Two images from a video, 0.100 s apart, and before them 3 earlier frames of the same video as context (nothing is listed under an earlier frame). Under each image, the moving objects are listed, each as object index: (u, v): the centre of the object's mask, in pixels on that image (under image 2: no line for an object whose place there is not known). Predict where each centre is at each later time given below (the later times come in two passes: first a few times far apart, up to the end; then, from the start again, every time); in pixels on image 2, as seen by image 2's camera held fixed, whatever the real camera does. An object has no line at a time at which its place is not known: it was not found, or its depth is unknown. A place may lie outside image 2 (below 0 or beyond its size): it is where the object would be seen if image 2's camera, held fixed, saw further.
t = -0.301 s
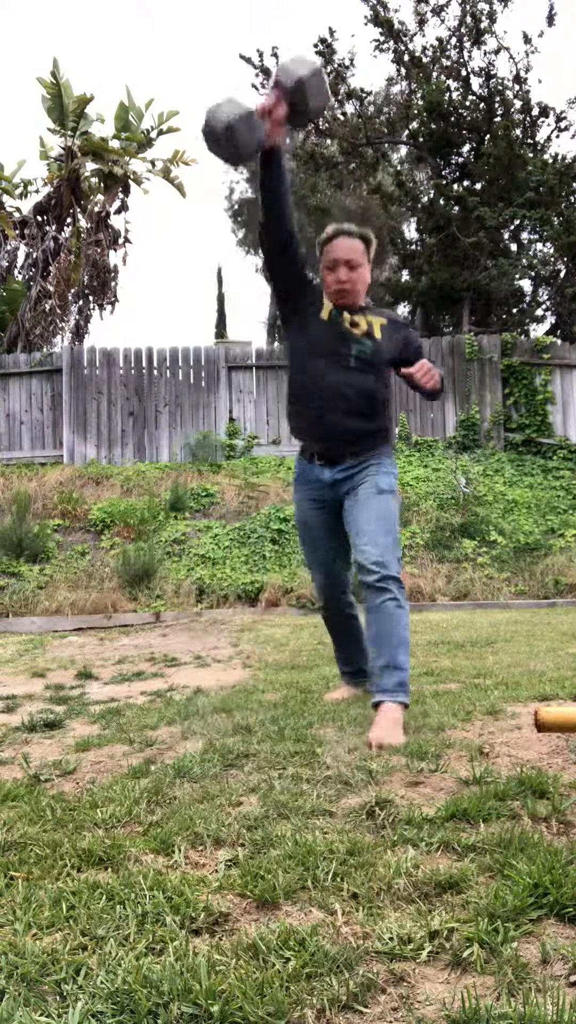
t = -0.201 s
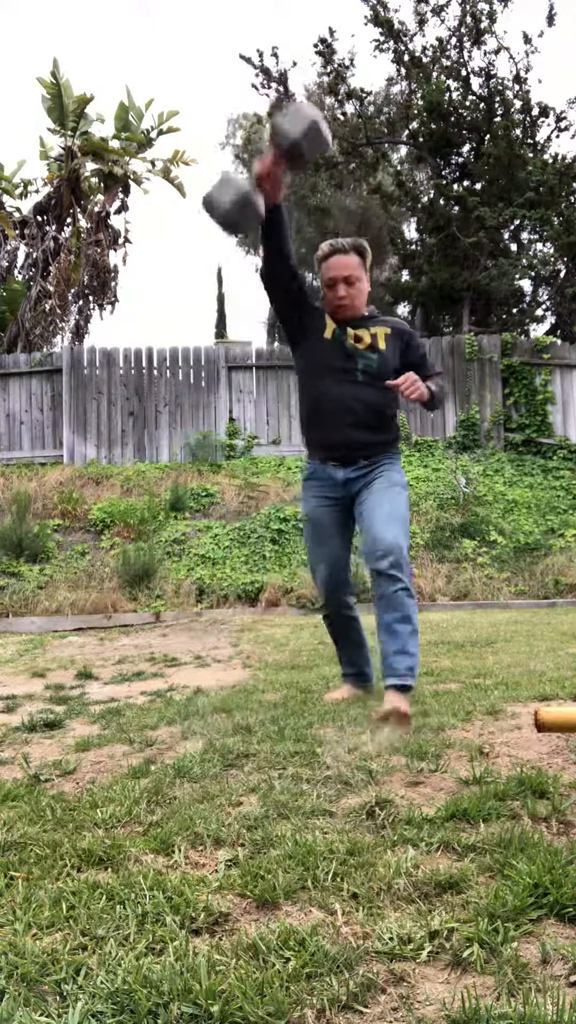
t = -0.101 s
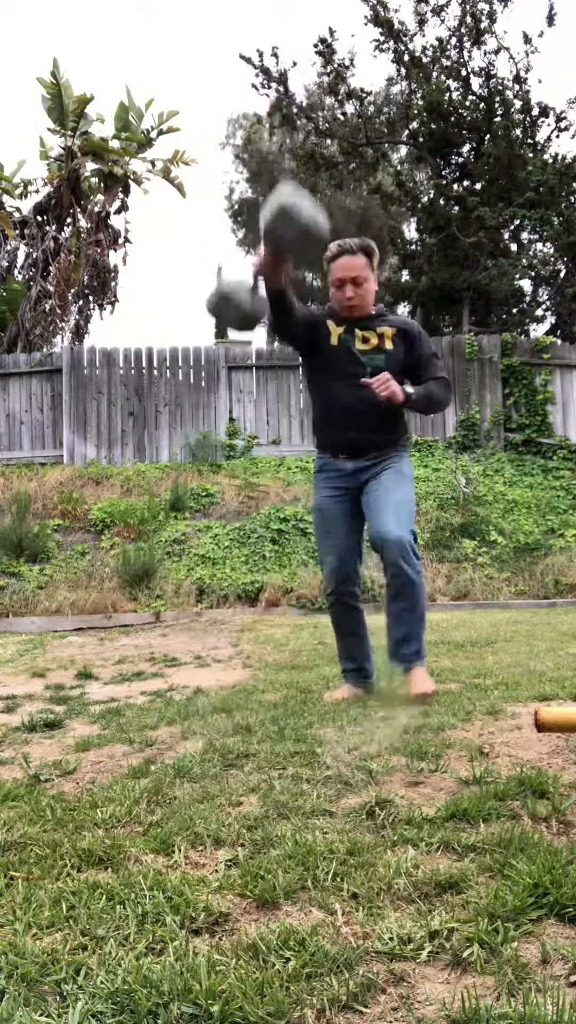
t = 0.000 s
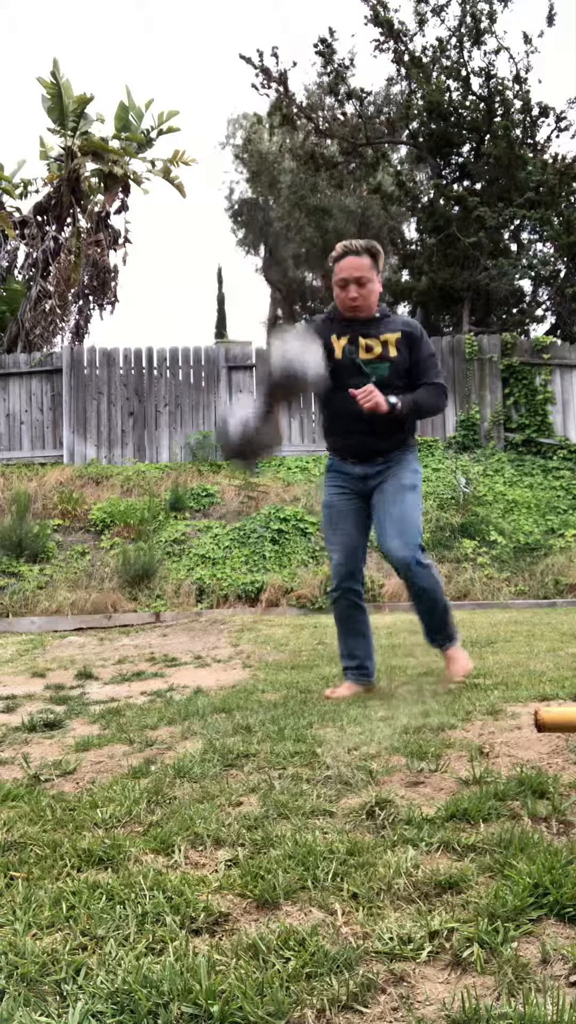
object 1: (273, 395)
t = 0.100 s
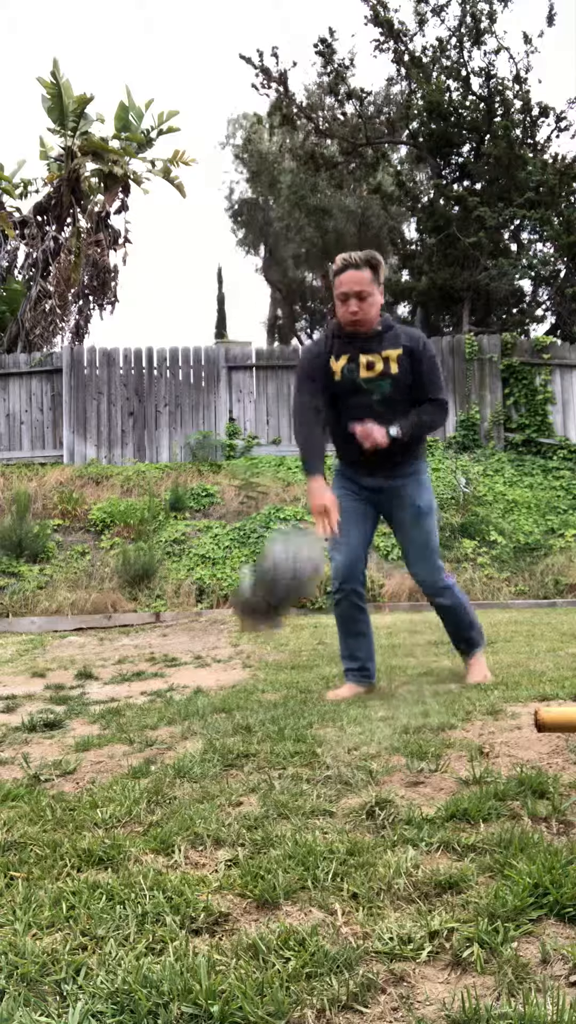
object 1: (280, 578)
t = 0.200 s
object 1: (280, 727)
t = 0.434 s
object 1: (259, 734)
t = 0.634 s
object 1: (237, 742)
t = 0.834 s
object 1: (234, 742)
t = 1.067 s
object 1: (243, 742)
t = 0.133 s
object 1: (283, 650)
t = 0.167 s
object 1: (283, 727)
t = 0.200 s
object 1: (280, 727)
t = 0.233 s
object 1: (278, 717)
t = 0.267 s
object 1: (276, 712)
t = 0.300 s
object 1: (273, 708)
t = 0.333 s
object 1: (270, 711)
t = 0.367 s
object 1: (267, 716)
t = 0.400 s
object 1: (263, 725)
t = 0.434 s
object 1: (259, 734)
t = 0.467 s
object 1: (255, 739)
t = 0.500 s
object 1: (252, 741)
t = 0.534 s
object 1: (247, 741)
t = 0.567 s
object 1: (244, 741)
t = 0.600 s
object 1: (240, 742)
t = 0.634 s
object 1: (237, 742)
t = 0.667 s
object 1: (236, 742)
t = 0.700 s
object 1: (234, 742)
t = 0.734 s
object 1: (234, 742)
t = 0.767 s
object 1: (234, 742)
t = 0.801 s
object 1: (234, 742)
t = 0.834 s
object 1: (234, 742)
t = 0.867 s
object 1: (235, 742)
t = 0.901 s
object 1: (236, 742)
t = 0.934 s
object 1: (238, 743)
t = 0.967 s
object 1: (239, 743)
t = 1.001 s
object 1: (241, 742)
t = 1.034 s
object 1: (242, 742)
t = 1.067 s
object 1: (243, 742)
